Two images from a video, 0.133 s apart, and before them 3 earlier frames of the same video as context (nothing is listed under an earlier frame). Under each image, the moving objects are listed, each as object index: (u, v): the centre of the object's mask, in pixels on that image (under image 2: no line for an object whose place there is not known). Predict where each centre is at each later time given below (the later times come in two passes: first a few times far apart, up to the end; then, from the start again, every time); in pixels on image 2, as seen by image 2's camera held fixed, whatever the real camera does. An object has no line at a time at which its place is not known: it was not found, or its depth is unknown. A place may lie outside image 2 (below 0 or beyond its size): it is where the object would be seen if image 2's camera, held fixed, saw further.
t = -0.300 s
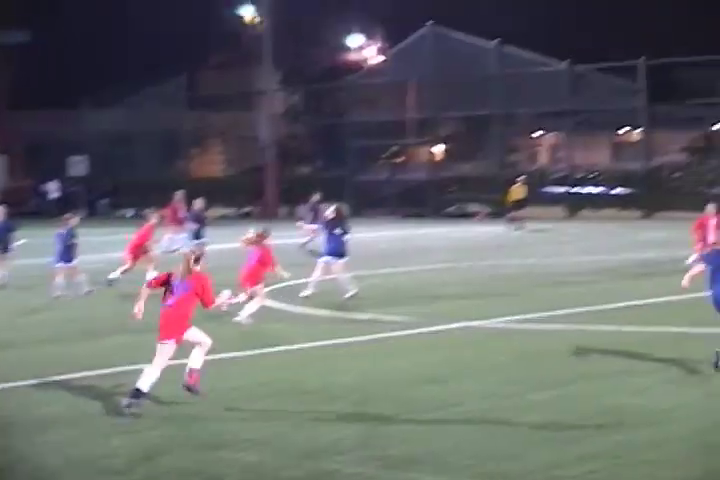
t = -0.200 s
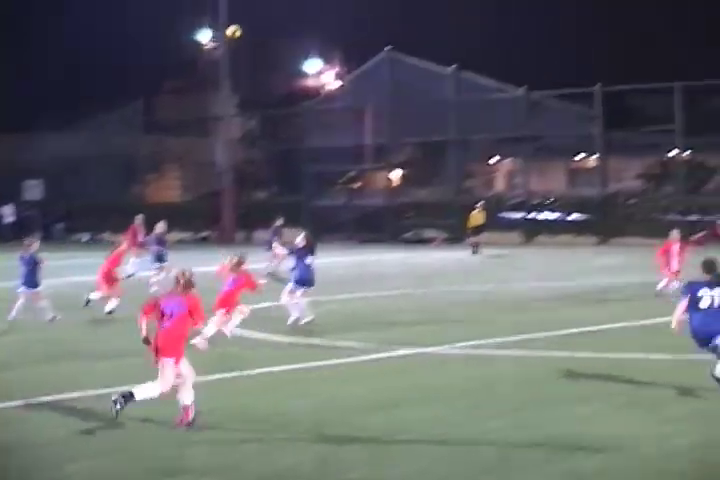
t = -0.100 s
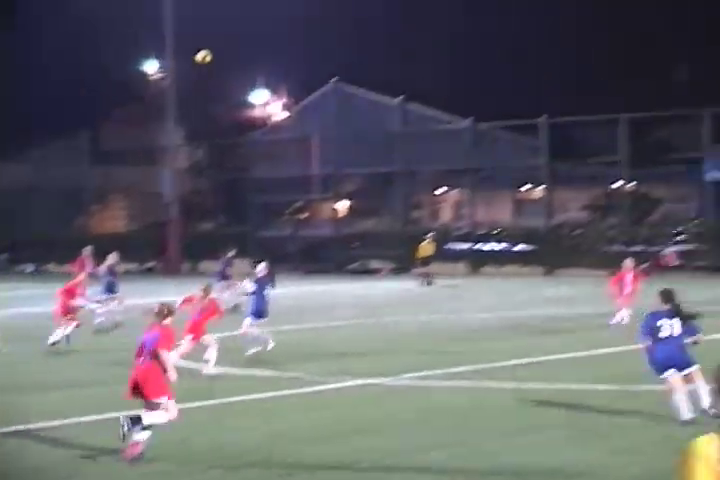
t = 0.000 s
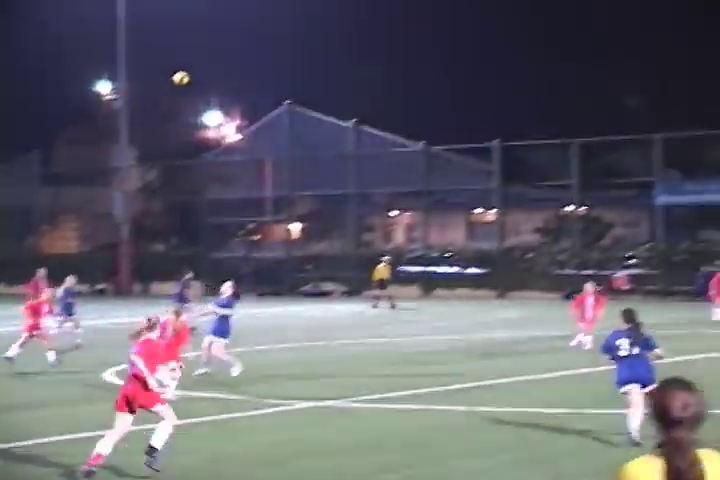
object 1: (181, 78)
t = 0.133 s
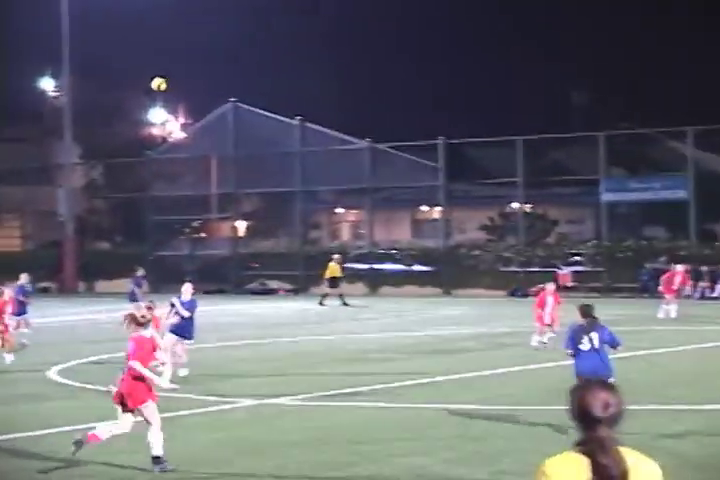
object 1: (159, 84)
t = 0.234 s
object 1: (183, 99)
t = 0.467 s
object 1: (243, 154)
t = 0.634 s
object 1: (288, 216)
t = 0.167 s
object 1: (166, 88)
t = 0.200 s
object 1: (175, 93)
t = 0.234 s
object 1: (183, 99)
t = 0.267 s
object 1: (191, 104)
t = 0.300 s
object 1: (200, 111)
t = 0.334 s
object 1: (209, 118)
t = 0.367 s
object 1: (217, 126)
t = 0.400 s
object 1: (225, 135)
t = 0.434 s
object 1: (234, 144)
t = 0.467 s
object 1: (243, 154)
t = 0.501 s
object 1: (252, 165)
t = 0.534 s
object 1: (261, 177)
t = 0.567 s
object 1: (269, 189)
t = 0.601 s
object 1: (278, 202)
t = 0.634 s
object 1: (288, 216)
